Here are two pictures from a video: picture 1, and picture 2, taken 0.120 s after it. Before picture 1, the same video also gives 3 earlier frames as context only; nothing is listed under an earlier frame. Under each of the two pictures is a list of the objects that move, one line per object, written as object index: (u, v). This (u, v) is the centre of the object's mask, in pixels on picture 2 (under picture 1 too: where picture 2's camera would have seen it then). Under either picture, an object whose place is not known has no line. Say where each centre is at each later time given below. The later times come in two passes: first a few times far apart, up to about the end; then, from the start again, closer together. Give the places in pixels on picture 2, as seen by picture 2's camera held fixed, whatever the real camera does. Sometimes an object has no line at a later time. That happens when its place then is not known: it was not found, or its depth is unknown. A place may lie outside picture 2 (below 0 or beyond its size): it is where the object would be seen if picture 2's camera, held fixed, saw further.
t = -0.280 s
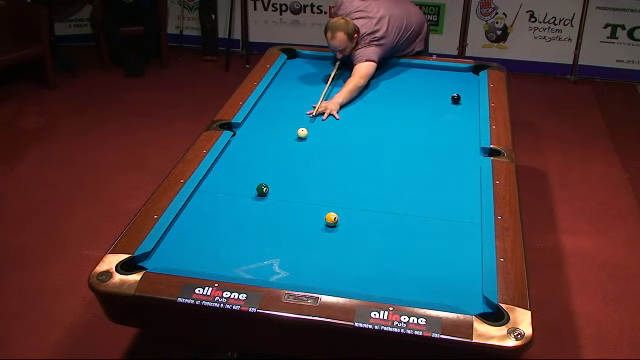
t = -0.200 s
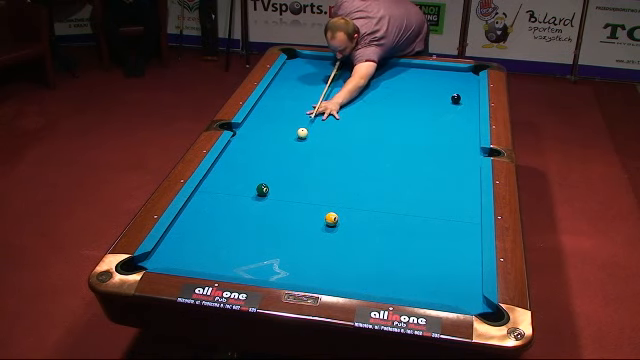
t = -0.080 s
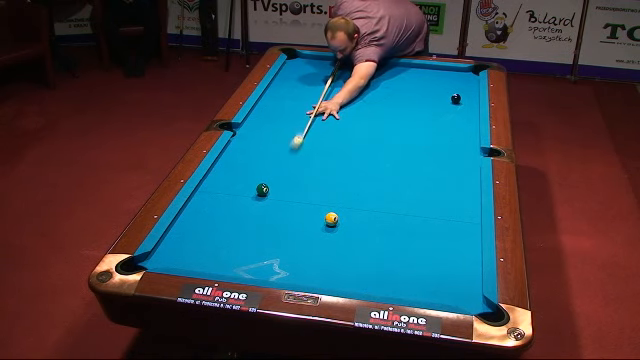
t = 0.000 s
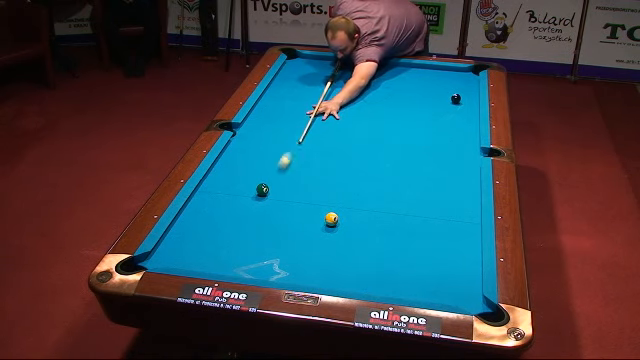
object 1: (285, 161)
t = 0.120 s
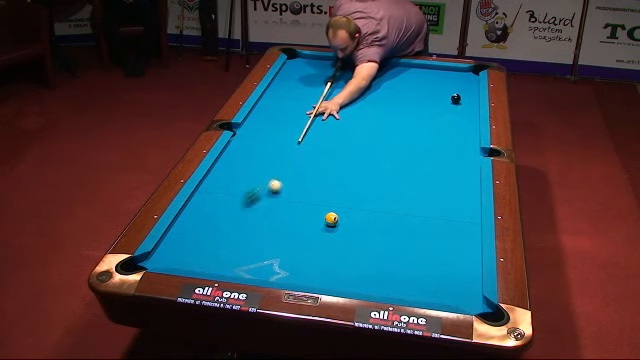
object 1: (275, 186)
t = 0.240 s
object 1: (291, 191)
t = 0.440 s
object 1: (316, 193)
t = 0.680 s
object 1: (344, 195)
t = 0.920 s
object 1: (370, 196)
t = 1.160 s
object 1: (396, 197)
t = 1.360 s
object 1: (417, 198)
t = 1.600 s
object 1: (440, 200)
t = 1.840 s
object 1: (463, 201)
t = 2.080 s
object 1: (470, 200)
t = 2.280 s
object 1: (460, 197)
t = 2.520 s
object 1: (450, 193)
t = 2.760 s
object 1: (441, 190)
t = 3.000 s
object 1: (433, 188)
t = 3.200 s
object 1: (426, 186)
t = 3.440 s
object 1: (420, 184)
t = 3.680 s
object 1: (414, 183)
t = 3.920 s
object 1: (409, 181)
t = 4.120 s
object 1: (405, 180)
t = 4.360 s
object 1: (402, 180)
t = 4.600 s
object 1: (400, 179)
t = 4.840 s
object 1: (398, 179)
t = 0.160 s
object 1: (280, 188)
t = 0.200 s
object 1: (286, 190)
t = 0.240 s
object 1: (291, 191)
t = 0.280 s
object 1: (296, 192)
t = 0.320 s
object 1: (301, 193)
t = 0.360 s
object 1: (306, 193)
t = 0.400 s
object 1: (311, 193)
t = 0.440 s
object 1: (316, 193)
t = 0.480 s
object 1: (320, 194)
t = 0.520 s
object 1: (325, 194)
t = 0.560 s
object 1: (330, 194)
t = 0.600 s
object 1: (334, 194)
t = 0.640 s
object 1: (339, 194)
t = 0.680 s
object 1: (344, 195)
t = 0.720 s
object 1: (348, 195)
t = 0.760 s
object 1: (352, 195)
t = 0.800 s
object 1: (357, 195)
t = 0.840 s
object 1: (361, 196)
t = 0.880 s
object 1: (365, 196)
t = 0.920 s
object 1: (370, 196)
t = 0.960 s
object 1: (374, 196)
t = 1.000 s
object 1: (379, 196)
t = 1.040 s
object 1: (383, 197)
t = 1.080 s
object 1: (387, 197)
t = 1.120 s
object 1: (392, 197)
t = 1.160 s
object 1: (396, 197)
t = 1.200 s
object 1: (400, 198)
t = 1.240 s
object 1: (404, 198)
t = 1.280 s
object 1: (408, 198)
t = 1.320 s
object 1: (412, 198)
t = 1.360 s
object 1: (417, 198)
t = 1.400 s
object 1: (420, 199)
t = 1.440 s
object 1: (424, 199)
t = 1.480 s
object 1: (428, 199)
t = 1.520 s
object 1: (433, 199)
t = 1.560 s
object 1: (437, 200)
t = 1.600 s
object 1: (440, 200)
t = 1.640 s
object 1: (444, 200)
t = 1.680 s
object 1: (448, 200)
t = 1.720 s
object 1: (452, 201)
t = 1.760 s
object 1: (456, 201)
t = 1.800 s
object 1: (459, 201)
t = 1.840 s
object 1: (463, 201)
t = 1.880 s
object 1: (467, 202)
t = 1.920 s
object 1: (471, 202)
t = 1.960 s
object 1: (474, 202)
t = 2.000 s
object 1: (473, 202)
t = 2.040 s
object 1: (471, 201)
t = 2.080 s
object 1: (470, 200)
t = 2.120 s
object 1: (468, 199)
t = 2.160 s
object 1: (466, 199)
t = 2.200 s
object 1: (464, 198)
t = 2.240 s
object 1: (462, 197)
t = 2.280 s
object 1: (460, 197)
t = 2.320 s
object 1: (459, 196)
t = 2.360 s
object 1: (457, 196)
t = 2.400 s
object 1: (455, 195)
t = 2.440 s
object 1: (453, 194)
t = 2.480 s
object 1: (452, 194)
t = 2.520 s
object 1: (450, 193)
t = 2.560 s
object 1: (448, 193)
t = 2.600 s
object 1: (447, 192)
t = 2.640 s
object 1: (445, 192)
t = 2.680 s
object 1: (444, 191)
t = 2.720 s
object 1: (442, 190)
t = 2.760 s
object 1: (441, 190)
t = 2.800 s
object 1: (439, 190)
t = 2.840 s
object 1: (438, 189)
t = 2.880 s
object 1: (437, 189)
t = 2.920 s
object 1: (435, 189)
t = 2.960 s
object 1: (434, 188)
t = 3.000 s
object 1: (433, 188)
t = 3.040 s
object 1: (431, 187)
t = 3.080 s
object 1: (430, 187)
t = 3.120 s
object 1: (429, 186)
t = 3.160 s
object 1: (427, 186)
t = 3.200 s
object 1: (426, 186)
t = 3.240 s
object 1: (425, 185)
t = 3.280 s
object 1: (424, 185)
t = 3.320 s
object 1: (423, 185)
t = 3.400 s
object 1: (421, 185)
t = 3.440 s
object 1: (420, 184)
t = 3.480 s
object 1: (419, 184)
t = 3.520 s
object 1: (418, 184)
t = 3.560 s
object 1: (417, 183)
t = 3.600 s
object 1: (416, 183)
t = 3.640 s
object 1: (415, 183)
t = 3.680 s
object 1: (414, 183)
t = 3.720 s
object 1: (413, 182)
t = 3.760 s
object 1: (412, 182)
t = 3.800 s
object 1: (411, 182)
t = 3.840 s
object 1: (410, 182)
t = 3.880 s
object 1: (410, 182)
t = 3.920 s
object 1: (409, 181)
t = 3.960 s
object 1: (408, 181)
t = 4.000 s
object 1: (407, 181)
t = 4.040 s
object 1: (407, 181)
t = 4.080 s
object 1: (406, 181)
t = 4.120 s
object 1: (405, 180)
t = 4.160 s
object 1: (405, 180)
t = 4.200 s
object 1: (404, 180)
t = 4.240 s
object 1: (404, 180)
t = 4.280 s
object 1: (403, 180)
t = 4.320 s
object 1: (403, 180)
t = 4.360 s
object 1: (402, 180)
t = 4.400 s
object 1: (402, 179)
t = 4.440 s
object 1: (401, 179)
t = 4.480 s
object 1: (401, 179)
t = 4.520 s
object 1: (400, 179)
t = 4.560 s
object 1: (400, 179)
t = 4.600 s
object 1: (400, 179)
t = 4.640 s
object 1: (399, 179)
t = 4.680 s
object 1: (399, 179)
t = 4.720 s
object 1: (399, 179)
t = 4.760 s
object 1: (398, 179)
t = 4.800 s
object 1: (398, 179)
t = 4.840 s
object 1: (398, 179)
